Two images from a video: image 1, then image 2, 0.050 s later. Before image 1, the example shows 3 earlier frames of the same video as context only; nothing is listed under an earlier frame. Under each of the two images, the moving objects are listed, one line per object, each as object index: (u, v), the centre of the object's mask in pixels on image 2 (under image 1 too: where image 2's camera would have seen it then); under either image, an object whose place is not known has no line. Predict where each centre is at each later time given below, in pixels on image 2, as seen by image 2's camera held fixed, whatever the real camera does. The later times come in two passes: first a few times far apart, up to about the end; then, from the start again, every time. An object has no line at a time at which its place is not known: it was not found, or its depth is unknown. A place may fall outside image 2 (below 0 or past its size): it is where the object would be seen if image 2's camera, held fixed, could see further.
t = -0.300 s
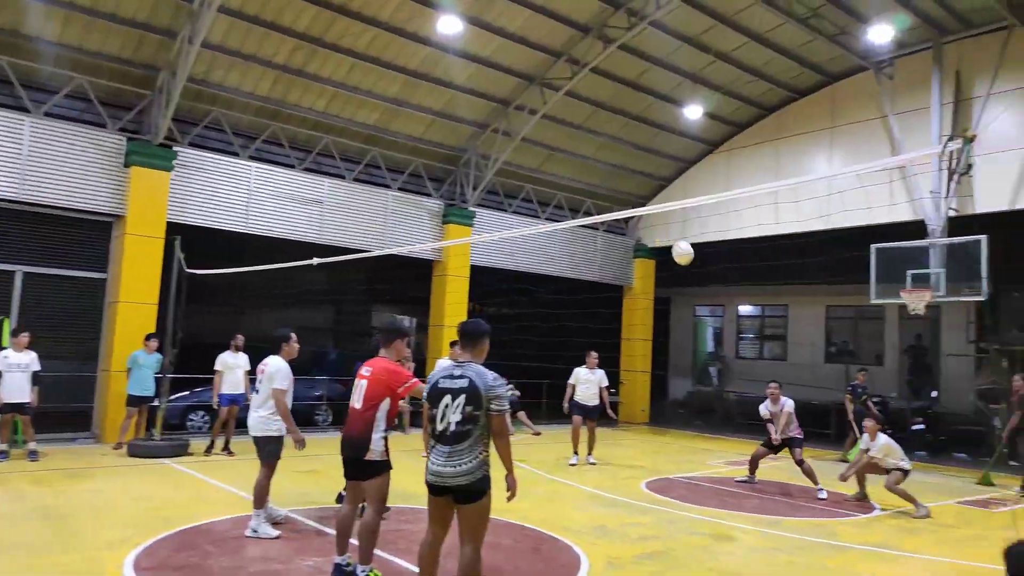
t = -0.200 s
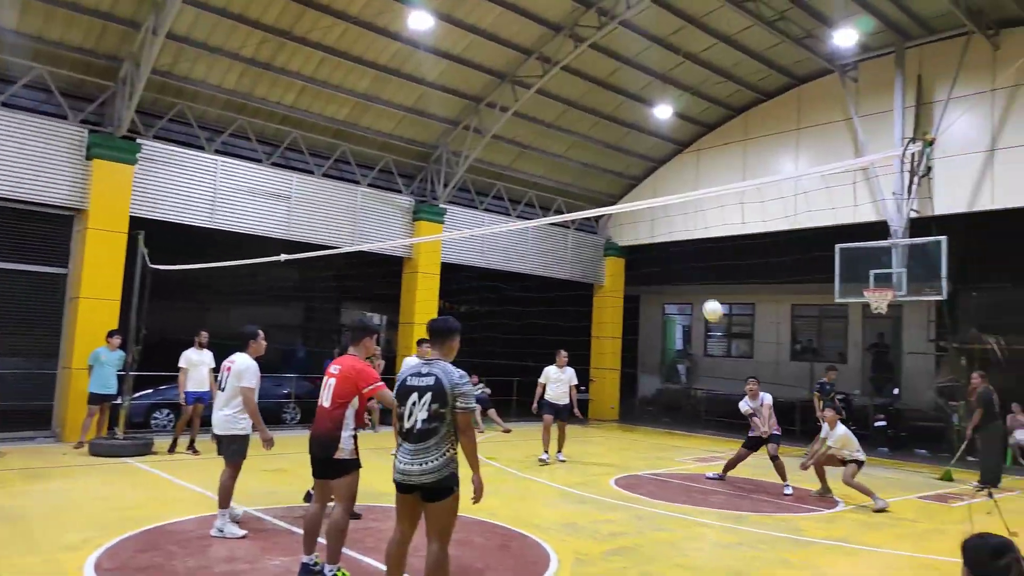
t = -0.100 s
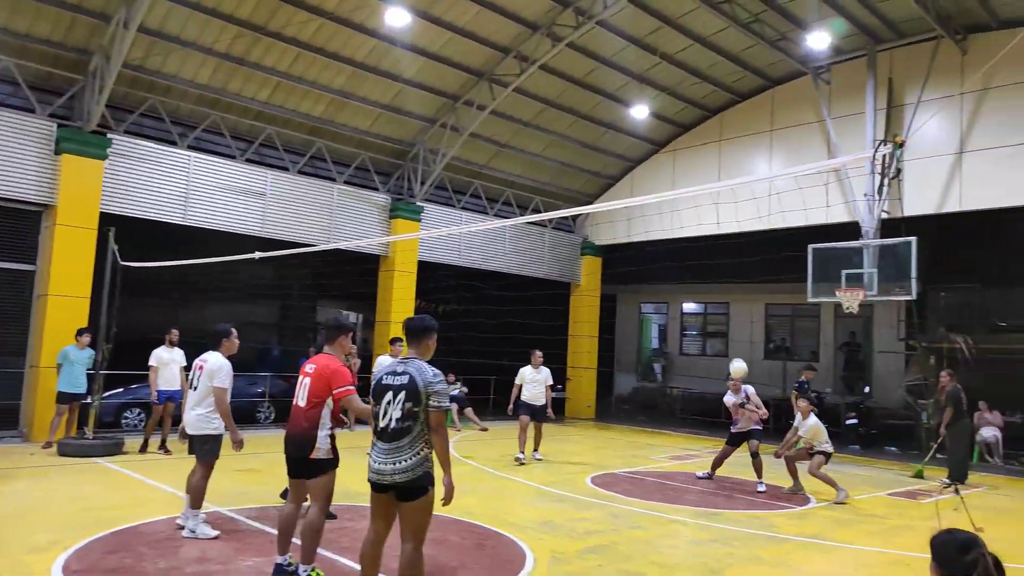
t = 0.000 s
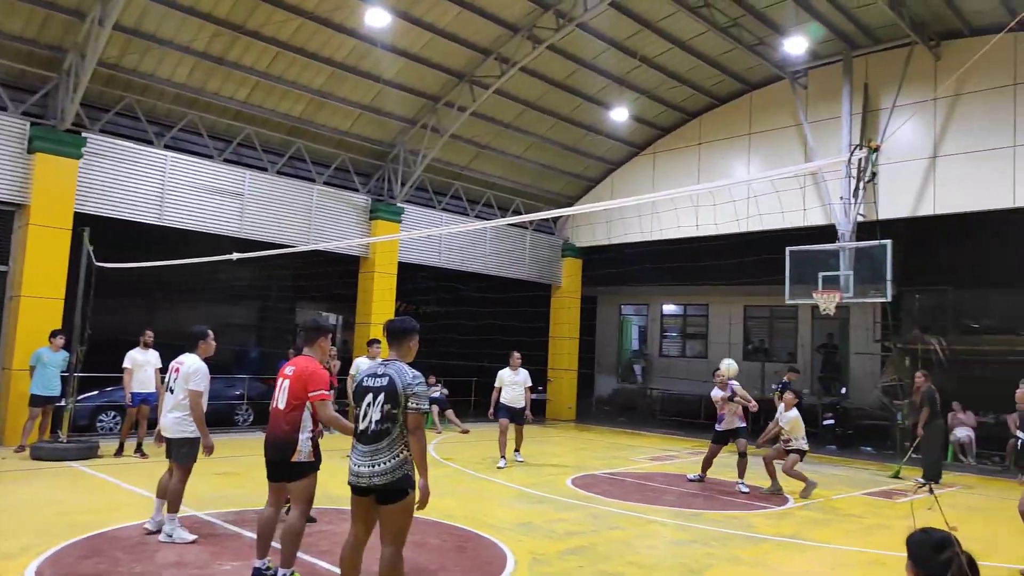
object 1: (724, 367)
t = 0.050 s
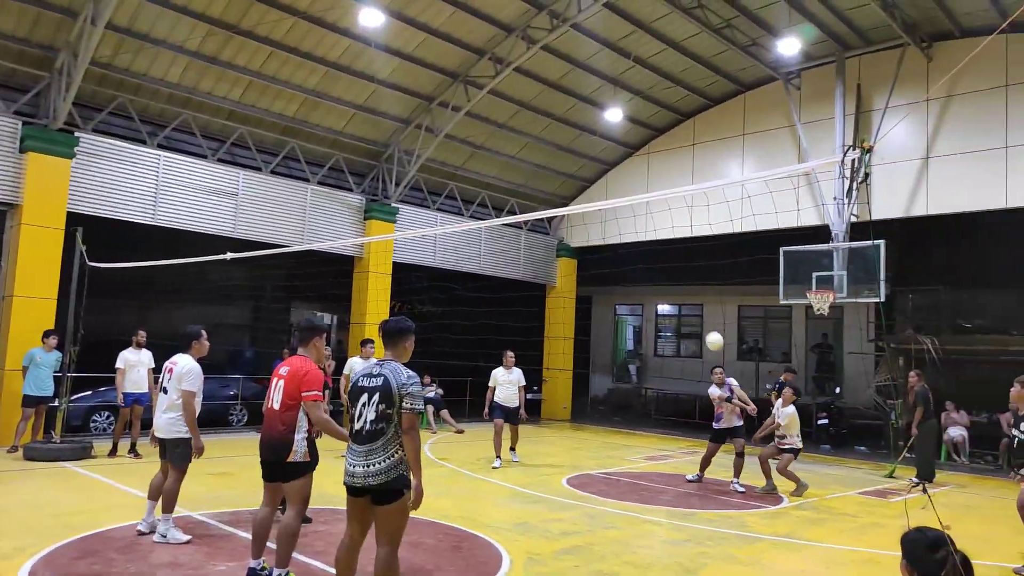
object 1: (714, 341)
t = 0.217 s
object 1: (683, 265)
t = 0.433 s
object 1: (638, 189)
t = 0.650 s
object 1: (588, 155)
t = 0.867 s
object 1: (530, 157)
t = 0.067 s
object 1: (712, 333)
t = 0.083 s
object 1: (708, 324)
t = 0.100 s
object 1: (705, 316)
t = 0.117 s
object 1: (702, 308)
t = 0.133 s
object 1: (699, 300)
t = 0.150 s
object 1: (697, 293)
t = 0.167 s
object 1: (693, 286)
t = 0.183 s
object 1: (690, 279)
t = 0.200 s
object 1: (687, 272)
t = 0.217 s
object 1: (683, 265)
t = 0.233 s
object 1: (680, 258)
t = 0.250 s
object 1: (677, 252)
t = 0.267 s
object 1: (674, 246)
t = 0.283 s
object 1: (670, 240)
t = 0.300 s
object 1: (667, 234)
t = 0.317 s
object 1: (663, 228)
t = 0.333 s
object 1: (660, 222)
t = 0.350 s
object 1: (656, 217)
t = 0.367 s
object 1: (653, 211)
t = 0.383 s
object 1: (649, 207)
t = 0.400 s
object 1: (647, 205)
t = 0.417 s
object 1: (642, 196)
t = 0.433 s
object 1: (638, 189)
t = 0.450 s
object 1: (636, 187)
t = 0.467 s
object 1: (632, 185)
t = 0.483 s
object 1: (628, 181)
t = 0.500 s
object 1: (624, 178)
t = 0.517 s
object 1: (620, 174)
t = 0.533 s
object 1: (616, 171)
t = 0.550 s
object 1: (612, 168)
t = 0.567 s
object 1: (608, 166)
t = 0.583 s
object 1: (605, 163)
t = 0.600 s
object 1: (601, 161)
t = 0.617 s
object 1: (597, 159)
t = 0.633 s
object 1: (593, 157)
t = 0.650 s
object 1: (588, 155)
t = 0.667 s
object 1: (584, 154)
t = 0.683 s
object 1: (580, 152)
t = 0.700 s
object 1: (576, 151)
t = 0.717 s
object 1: (572, 151)
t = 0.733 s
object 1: (567, 151)
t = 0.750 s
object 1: (563, 151)
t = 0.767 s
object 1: (558, 151)
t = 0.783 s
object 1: (553, 151)
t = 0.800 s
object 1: (549, 152)
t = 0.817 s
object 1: (544, 153)
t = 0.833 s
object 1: (539, 154)
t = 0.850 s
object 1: (535, 155)
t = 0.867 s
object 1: (530, 157)
